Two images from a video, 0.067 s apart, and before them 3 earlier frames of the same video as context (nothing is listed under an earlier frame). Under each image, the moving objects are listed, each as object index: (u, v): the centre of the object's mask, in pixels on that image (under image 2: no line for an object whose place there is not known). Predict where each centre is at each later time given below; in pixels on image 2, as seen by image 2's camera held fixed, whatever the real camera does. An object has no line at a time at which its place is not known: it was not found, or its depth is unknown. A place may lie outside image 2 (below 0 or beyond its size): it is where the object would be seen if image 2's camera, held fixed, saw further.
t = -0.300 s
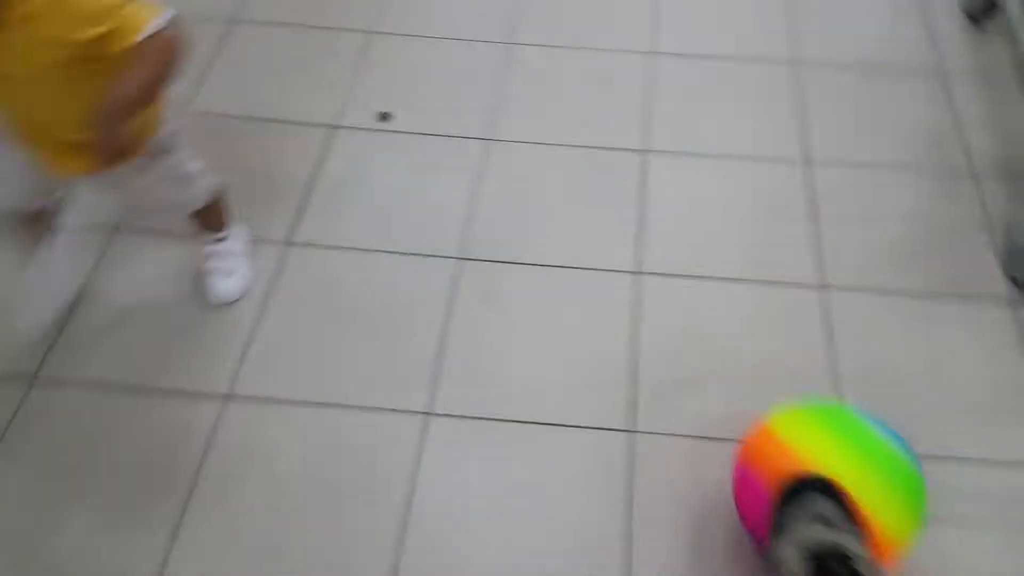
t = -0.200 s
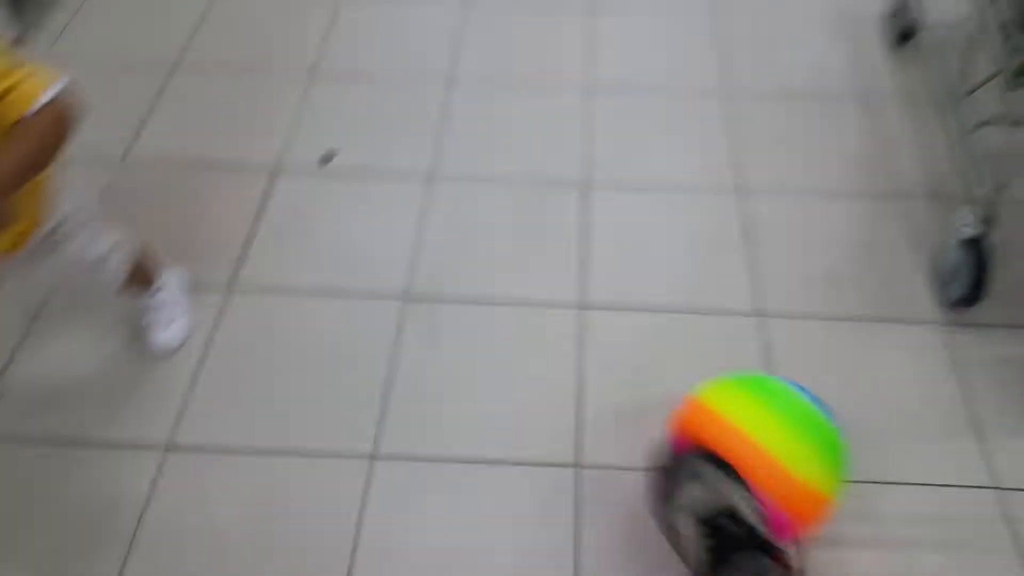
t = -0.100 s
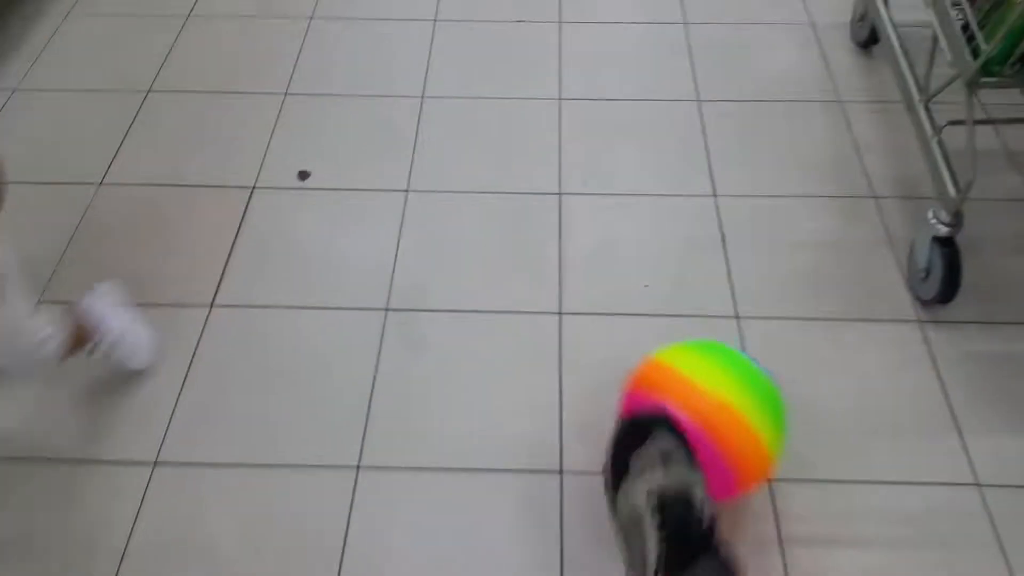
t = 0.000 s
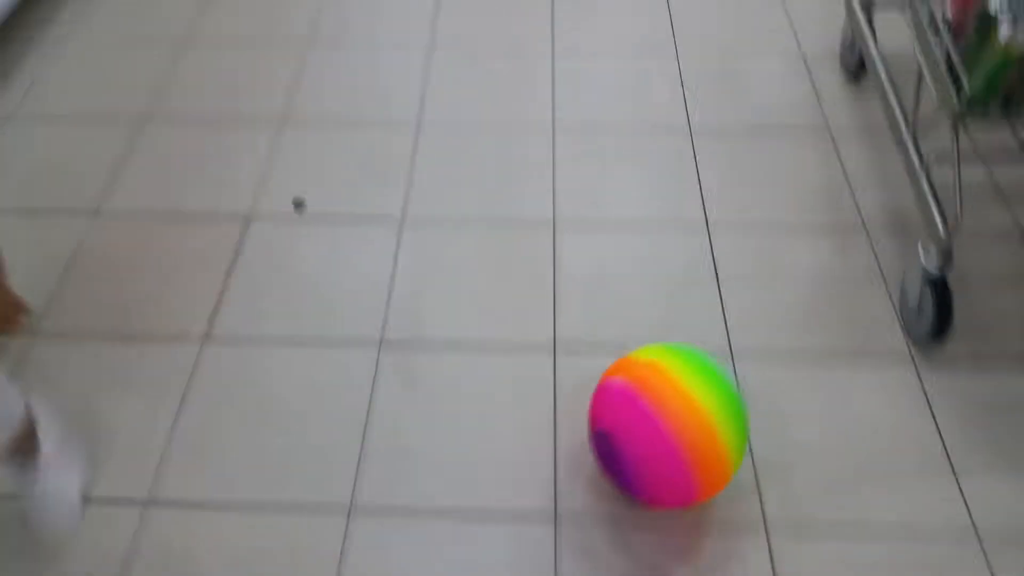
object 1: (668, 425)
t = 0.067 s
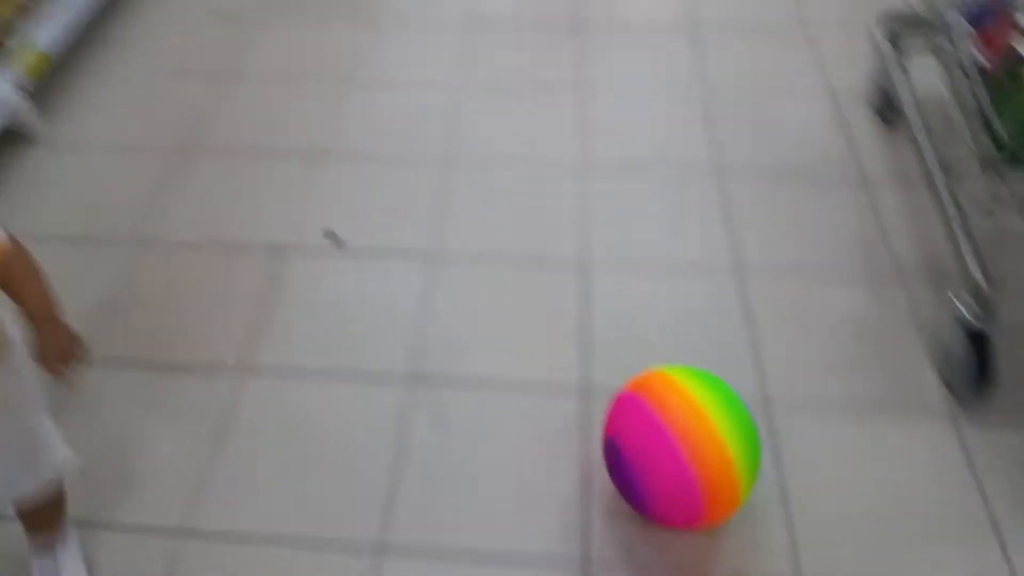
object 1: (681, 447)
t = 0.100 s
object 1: (672, 436)
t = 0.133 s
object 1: (663, 428)
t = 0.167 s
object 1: (656, 415)
